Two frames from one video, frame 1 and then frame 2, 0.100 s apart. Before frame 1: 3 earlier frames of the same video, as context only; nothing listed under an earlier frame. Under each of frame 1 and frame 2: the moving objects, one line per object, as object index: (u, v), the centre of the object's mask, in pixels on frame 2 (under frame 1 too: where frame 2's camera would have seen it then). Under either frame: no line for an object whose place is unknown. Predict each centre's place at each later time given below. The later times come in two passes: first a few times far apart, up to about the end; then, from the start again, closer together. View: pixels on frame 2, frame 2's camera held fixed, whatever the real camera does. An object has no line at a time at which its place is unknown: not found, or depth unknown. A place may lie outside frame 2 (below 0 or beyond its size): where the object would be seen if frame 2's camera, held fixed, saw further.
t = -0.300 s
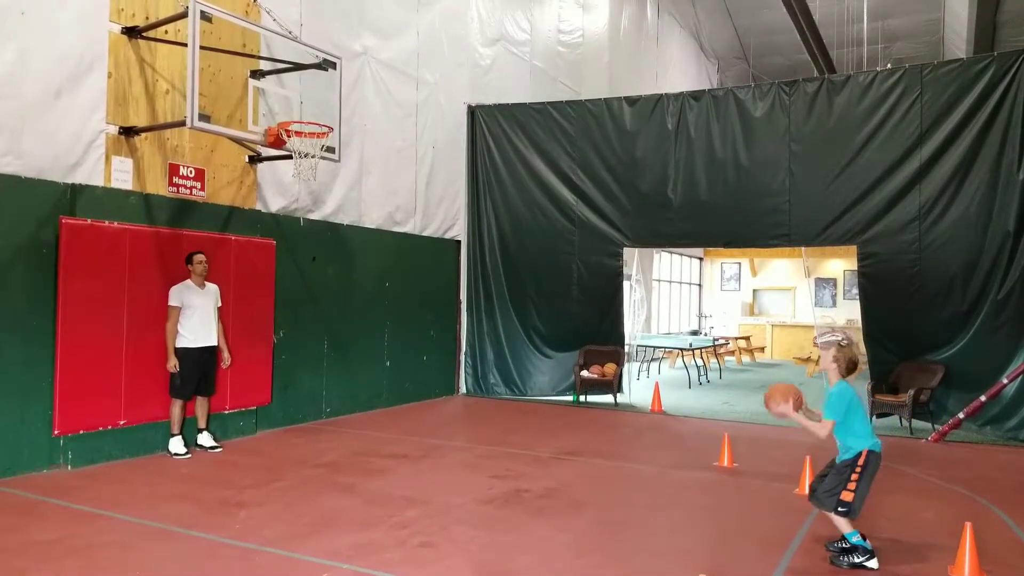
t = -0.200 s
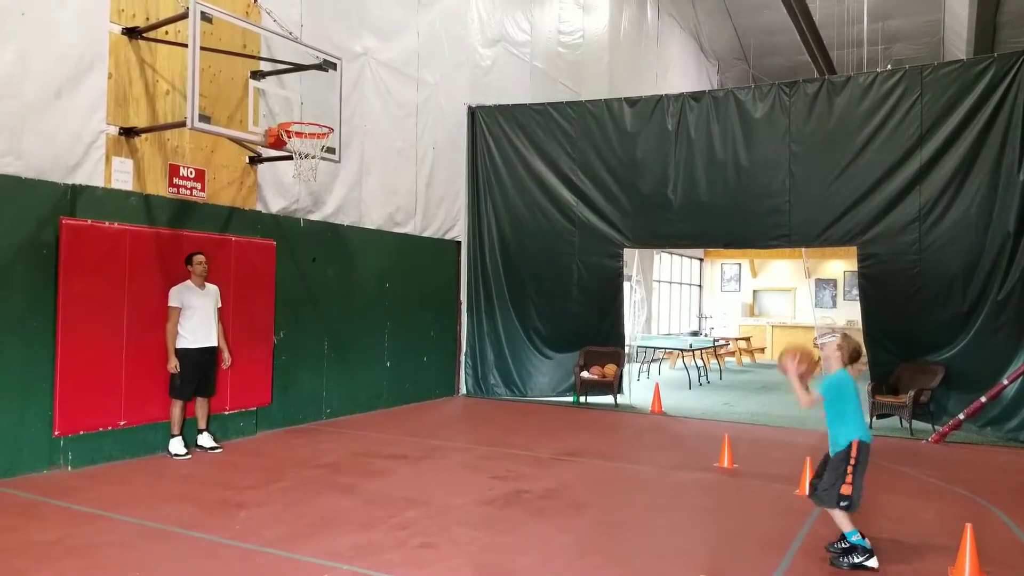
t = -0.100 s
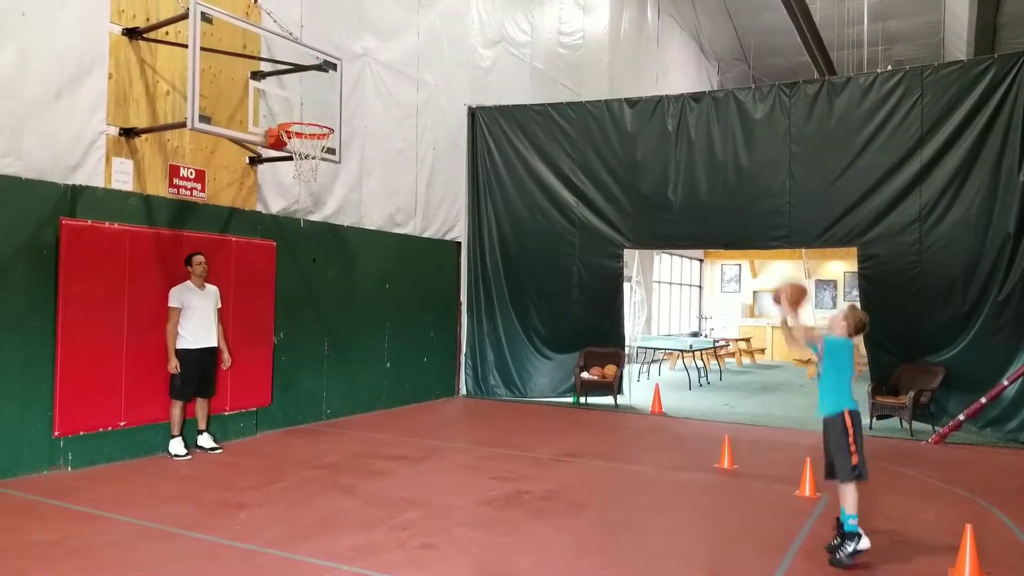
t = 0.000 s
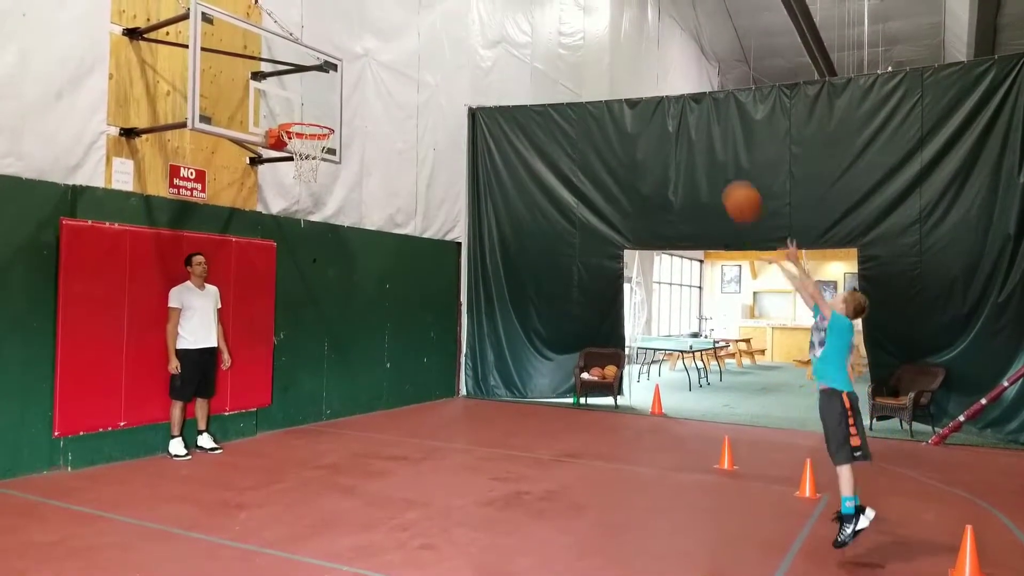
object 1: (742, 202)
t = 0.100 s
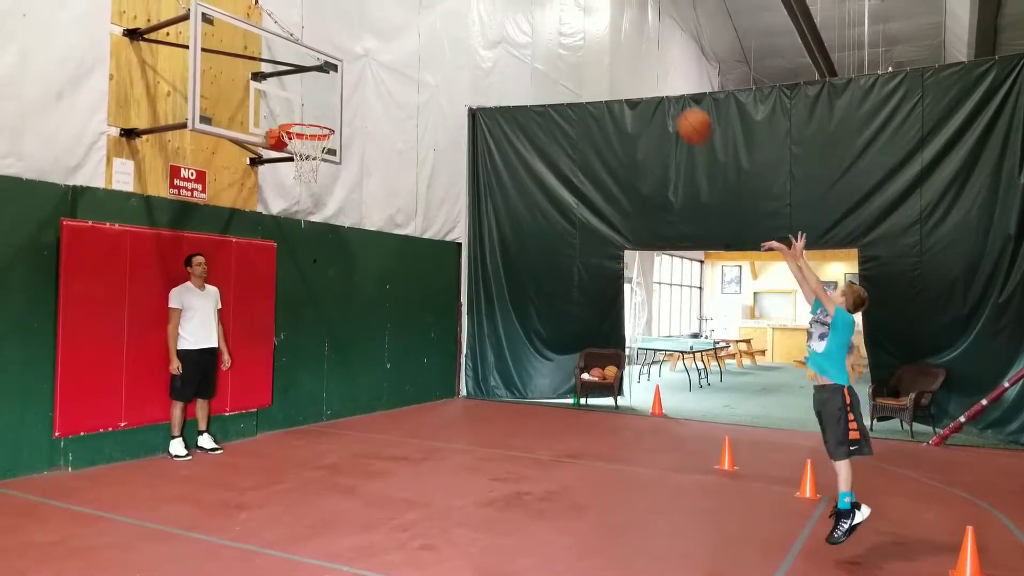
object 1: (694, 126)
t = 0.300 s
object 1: (606, 26)
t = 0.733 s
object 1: (441, 5)
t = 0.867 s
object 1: (396, 32)
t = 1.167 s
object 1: (318, 112)
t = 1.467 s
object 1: (306, 118)
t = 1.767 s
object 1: (322, 157)
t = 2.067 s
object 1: (306, 224)
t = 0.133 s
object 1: (679, 106)
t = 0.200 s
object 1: (648, 68)
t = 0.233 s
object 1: (633, 52)
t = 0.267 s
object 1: (619, 38)
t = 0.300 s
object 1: (606, 26)
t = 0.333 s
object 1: (592, 14)
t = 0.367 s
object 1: (578, 8)
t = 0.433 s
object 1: (550, 2)
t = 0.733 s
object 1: (441, 5)
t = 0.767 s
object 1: (430, 8)
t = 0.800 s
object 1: (418, 13)
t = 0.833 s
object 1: (407, 21)
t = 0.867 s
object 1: (396, 32)
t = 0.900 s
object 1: (385, 44)
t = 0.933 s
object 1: (374, 57)
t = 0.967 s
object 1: (364, 70)
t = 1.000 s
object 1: (354, 85)
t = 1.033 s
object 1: (344, 101)
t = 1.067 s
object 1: (334, 117)
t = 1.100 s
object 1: (328, 117)
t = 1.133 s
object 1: (323, 113)
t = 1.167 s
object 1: (318, 112)
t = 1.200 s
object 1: (312, 112)
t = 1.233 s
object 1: (307, 112)
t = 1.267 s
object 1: (301, 114)
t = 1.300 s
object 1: (297, 116)
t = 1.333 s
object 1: (294, 118)
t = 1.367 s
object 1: (298, 118)
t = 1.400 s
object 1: (300, 119)
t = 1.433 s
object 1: (303, 118)
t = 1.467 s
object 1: (306, 118)
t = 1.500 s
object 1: (309, 121)
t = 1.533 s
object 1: (312, 125)
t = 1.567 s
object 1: (313, 126)
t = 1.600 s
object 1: (316, 129)
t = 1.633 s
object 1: (318, 133)
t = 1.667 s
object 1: (321, 139)
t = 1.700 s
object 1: (322, 143)
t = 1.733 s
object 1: (322, 149)
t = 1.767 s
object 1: (322, 157)
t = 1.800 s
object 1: (321, 161)
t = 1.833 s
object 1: (320, 163)
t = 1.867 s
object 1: (318, 171)
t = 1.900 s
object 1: (316, 175)
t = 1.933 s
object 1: (315, 182)
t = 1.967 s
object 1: (313, 190)
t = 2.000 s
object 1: (311, 200)
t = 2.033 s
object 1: (309, 211)
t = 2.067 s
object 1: (306, 224)
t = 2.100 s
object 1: (306, 236)
